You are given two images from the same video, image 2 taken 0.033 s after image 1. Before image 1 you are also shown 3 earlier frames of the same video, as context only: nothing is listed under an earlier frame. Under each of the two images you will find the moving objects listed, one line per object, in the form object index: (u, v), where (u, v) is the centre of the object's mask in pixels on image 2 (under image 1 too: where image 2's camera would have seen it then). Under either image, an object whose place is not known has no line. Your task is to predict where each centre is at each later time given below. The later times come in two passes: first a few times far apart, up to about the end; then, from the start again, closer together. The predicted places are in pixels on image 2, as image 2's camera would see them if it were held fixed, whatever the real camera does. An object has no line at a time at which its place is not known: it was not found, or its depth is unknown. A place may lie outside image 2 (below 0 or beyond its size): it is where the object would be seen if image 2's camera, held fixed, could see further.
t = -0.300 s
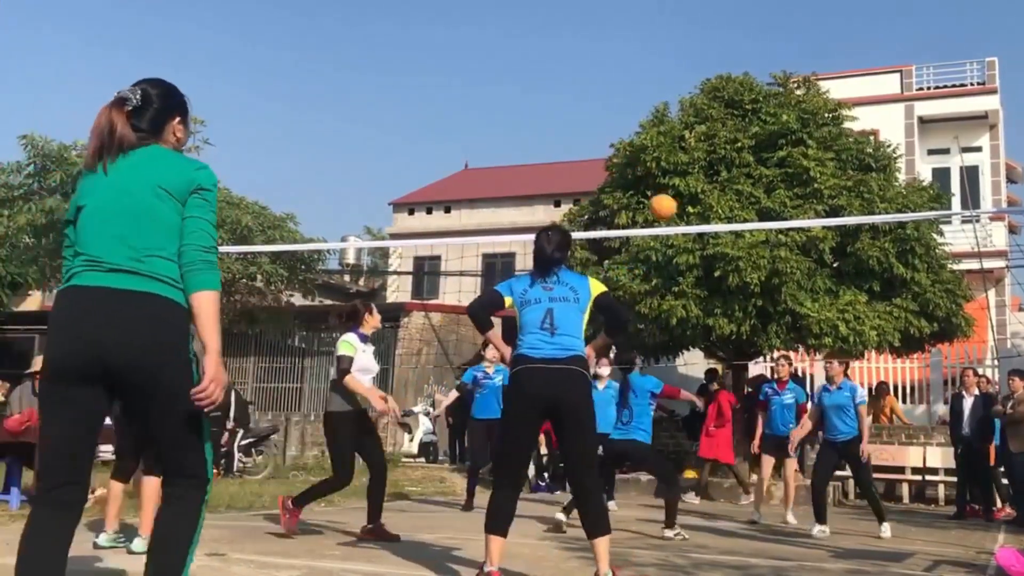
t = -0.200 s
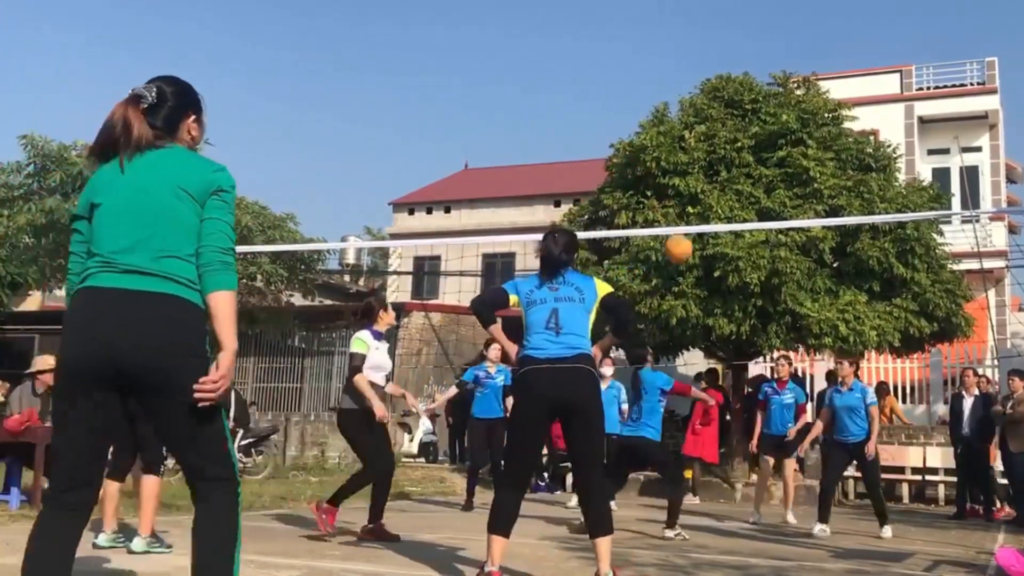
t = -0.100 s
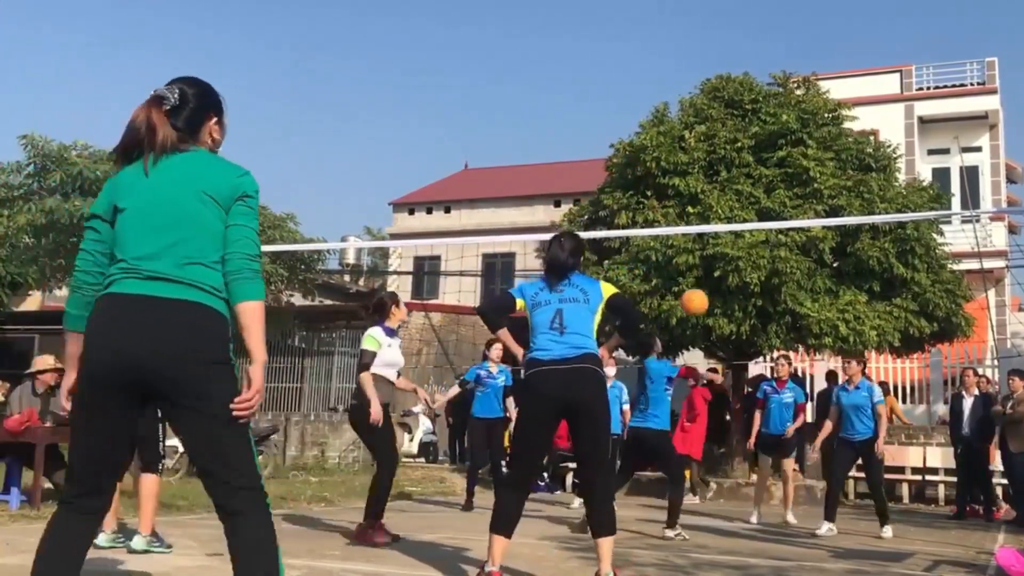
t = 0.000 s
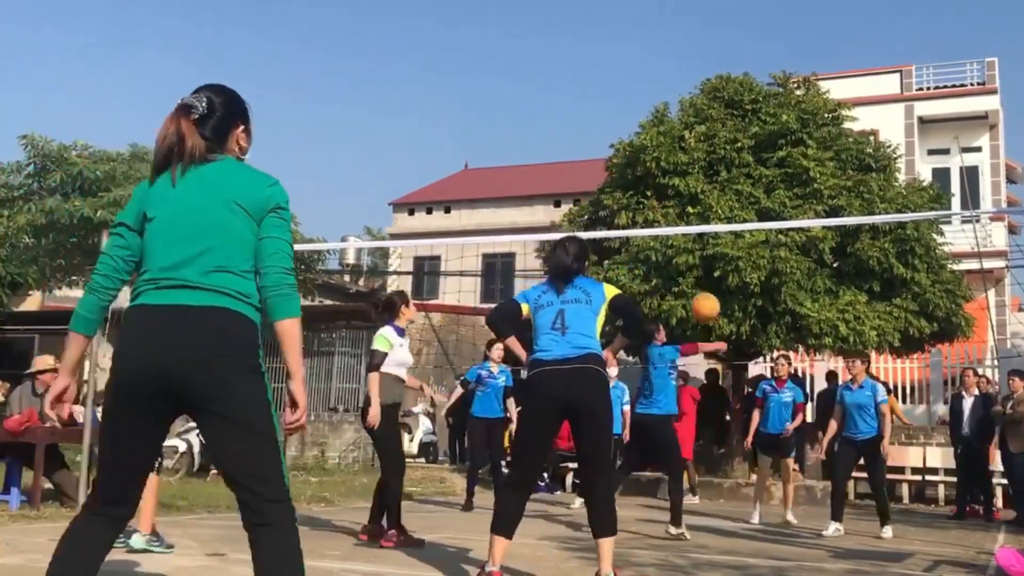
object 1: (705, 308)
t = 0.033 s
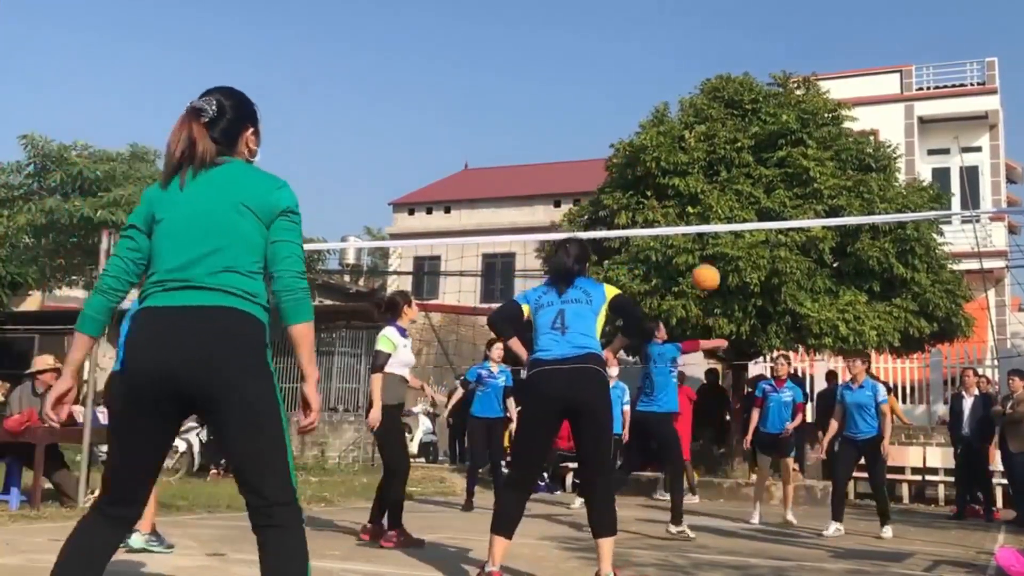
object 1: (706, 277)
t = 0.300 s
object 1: (708, 101)
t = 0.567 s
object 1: (705, 16)
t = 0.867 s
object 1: (701, 19)
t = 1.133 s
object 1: (695, 115)
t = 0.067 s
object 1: (705, 252)
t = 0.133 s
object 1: (706, 201)
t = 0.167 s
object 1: (707, 178)
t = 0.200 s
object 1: (708, 157)
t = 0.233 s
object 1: (707, 136)
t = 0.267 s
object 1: (708, 118)
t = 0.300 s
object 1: (708, 101)
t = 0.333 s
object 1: (707, 86)
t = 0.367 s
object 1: (707, 72)
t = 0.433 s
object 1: (706, 48)
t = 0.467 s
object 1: (706, 38)
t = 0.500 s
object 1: (706, 29)
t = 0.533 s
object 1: (706, 22)
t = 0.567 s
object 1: (705, 16)
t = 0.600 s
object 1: (705, 12)
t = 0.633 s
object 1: (704, 10)
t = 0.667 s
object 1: (704, 9)
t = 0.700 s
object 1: (703, 9)
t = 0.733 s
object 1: (703, 9)
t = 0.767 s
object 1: (702, 10)
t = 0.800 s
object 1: (702, 11)
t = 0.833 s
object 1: (701, 14)
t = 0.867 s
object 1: (701, 19)
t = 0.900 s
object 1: (700, 26)
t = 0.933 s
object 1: (699, 35)
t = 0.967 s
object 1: (698, 45)
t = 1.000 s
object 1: (698, 56)
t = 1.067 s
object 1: (696, 83)
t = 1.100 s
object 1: (695, 98)
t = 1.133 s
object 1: (695, 115)
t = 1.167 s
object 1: (694, 135)
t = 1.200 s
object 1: (693, 155)
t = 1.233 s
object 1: (693, 177)
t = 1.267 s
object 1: (692, 199)
